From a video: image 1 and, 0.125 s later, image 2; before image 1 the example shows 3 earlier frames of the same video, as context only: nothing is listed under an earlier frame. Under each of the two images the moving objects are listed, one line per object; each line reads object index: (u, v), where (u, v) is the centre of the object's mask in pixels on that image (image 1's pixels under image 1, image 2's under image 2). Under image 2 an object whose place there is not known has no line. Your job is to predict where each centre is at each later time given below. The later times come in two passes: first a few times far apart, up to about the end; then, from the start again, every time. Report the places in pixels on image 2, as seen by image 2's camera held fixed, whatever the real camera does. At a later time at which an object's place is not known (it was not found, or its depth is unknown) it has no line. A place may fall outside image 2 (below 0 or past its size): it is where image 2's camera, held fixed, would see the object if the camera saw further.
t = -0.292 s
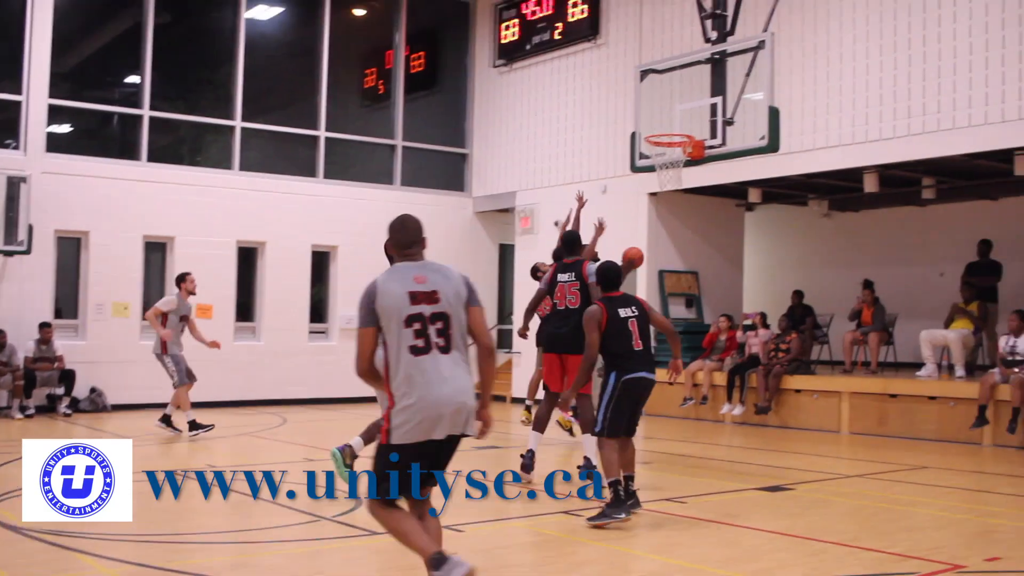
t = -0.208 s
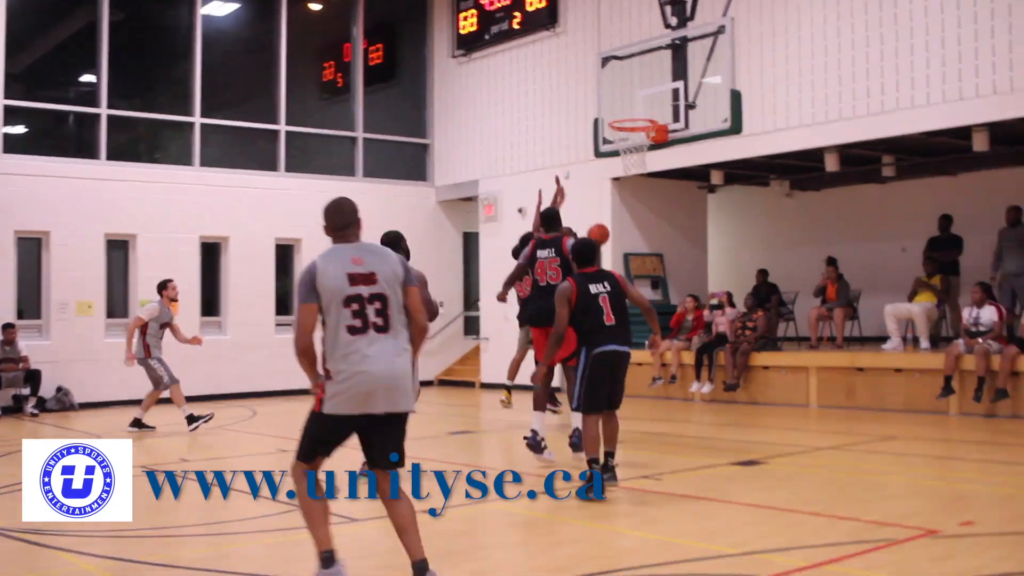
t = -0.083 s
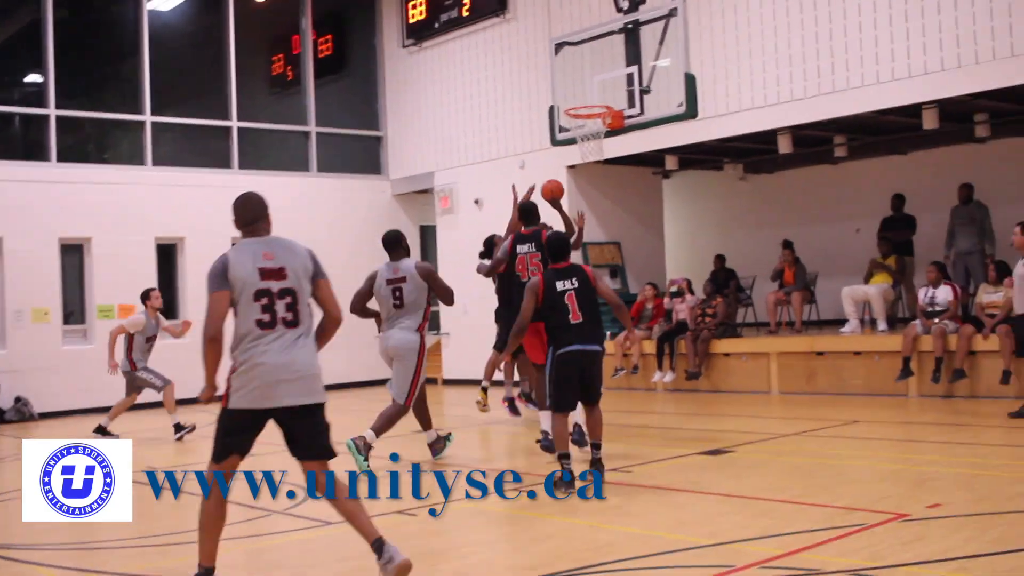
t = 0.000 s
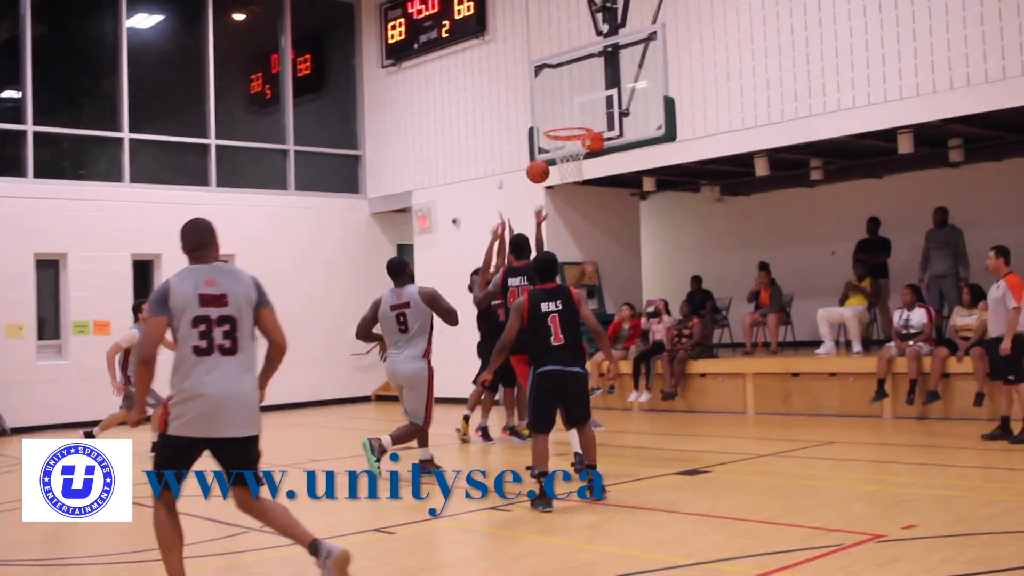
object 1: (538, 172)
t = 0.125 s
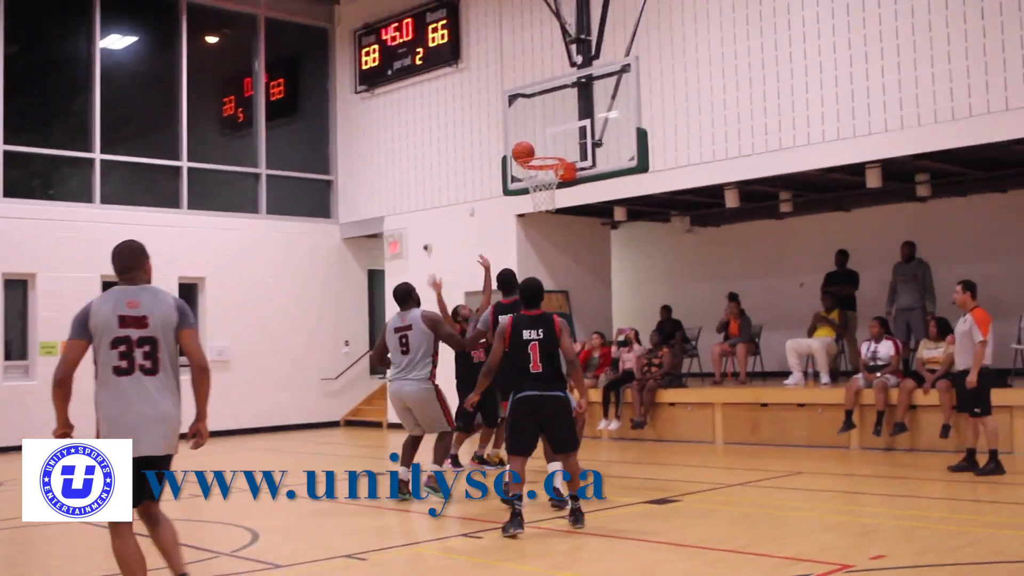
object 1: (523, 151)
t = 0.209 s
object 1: (532, 129)
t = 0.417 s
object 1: (538, 120)
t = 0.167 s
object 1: (527, 140)
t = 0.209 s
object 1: (532, 129)
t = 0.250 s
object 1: (535, 121)
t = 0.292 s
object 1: (536, 118)
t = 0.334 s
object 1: (536, 117)
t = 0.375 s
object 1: (537, 118)
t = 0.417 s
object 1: (538, 120)
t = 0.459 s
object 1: (539, 125)
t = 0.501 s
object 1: (539, 130)
